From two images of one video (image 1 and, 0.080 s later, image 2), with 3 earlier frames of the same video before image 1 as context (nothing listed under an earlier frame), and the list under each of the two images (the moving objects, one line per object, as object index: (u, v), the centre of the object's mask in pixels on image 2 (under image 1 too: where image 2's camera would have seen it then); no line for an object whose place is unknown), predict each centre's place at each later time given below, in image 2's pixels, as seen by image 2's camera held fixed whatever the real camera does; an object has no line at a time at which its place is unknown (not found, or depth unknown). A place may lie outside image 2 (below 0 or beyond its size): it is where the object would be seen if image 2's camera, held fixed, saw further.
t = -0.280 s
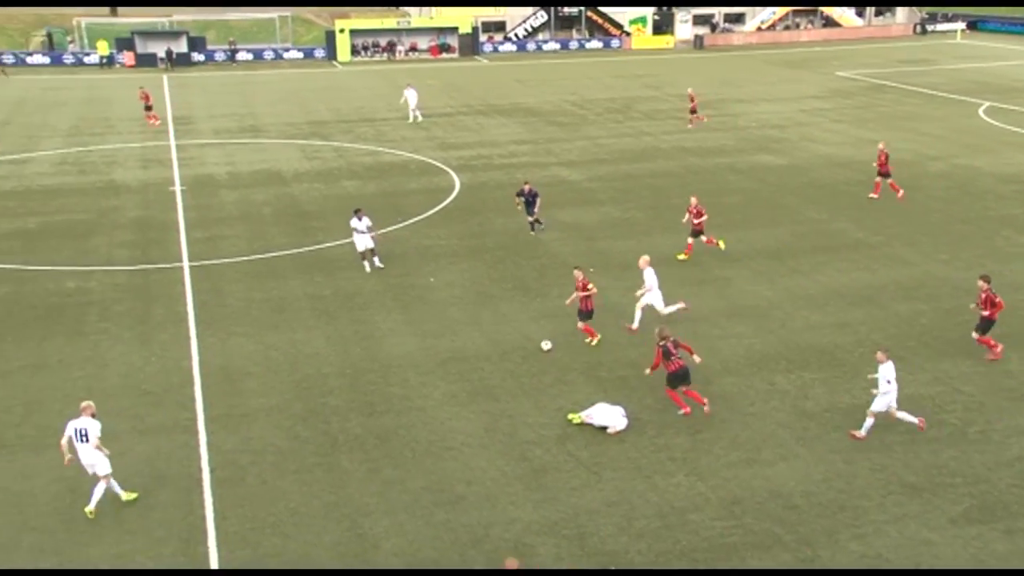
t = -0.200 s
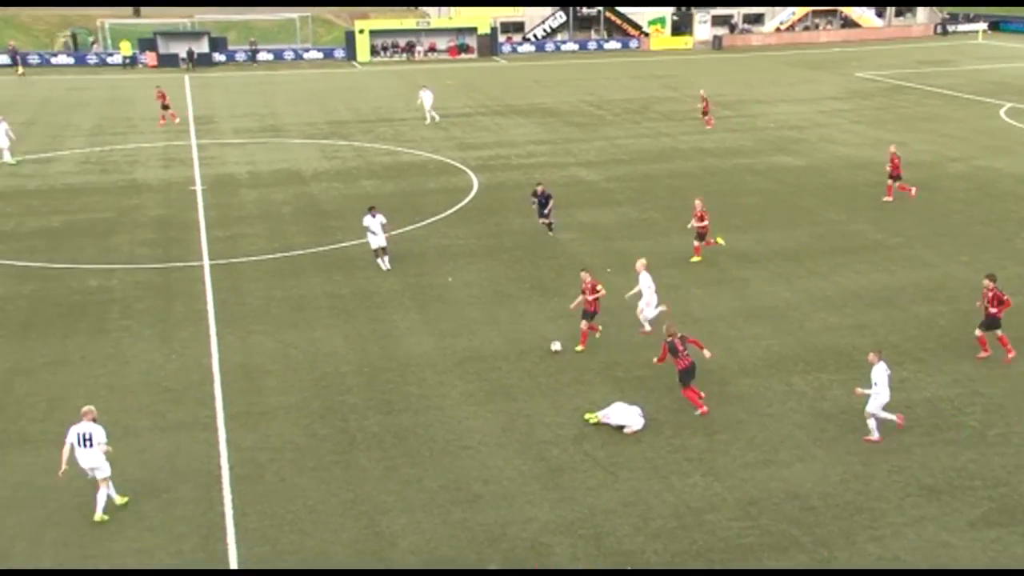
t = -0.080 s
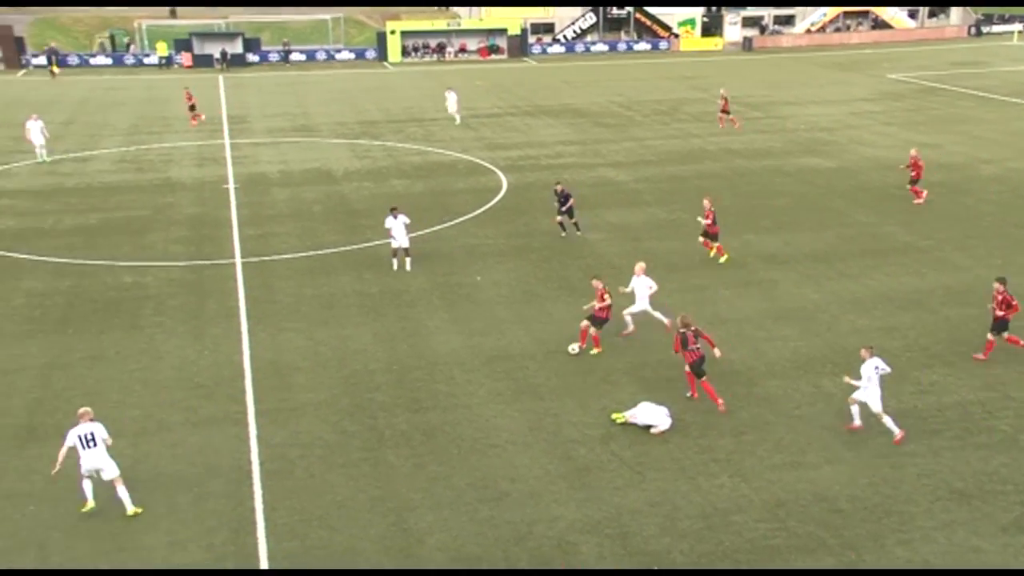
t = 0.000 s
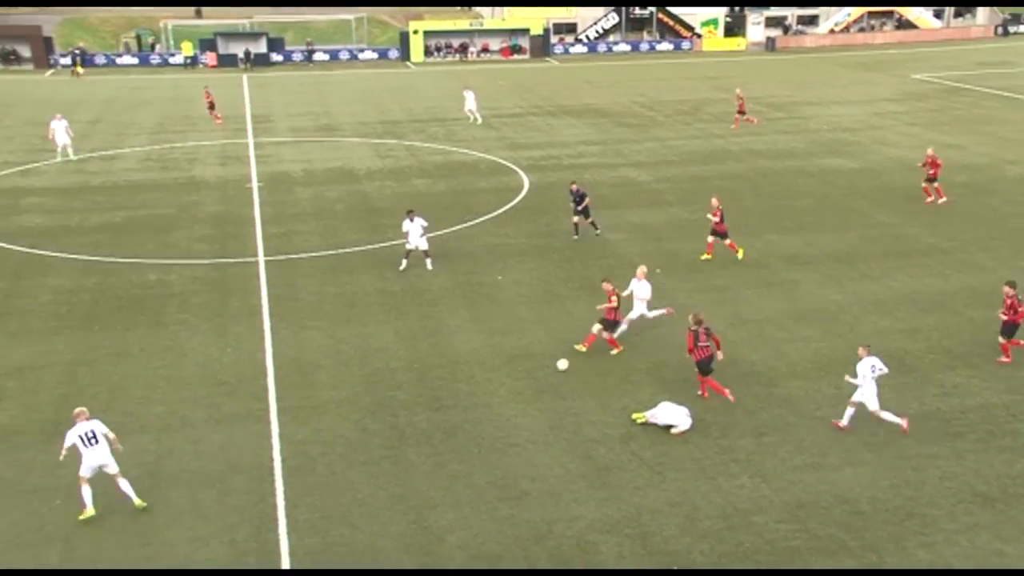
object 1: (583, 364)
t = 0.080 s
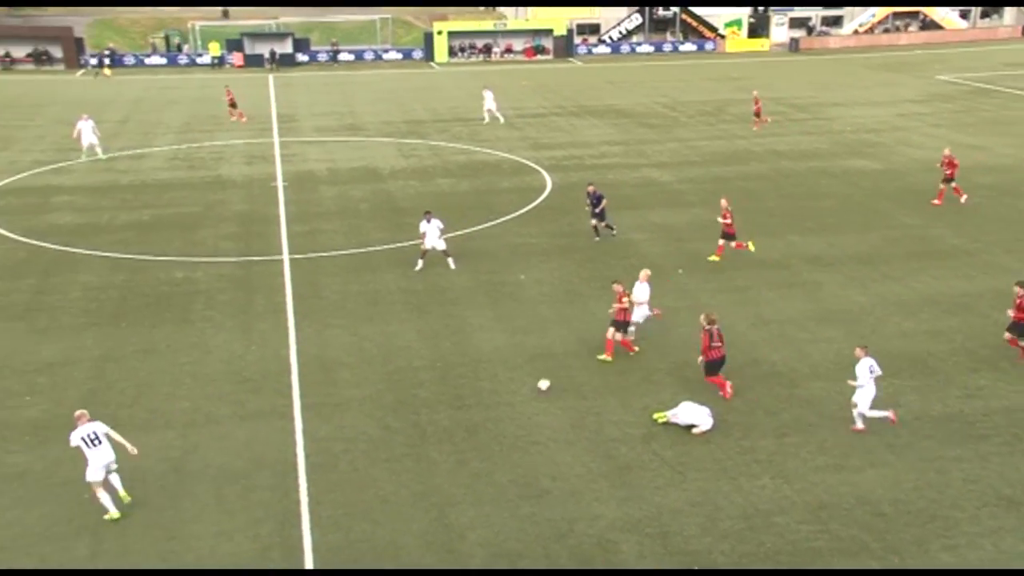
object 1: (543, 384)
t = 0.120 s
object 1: (523, 395)
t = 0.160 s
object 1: (501, 406)
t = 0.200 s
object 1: (481, 416)
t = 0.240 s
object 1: (459, 427)
